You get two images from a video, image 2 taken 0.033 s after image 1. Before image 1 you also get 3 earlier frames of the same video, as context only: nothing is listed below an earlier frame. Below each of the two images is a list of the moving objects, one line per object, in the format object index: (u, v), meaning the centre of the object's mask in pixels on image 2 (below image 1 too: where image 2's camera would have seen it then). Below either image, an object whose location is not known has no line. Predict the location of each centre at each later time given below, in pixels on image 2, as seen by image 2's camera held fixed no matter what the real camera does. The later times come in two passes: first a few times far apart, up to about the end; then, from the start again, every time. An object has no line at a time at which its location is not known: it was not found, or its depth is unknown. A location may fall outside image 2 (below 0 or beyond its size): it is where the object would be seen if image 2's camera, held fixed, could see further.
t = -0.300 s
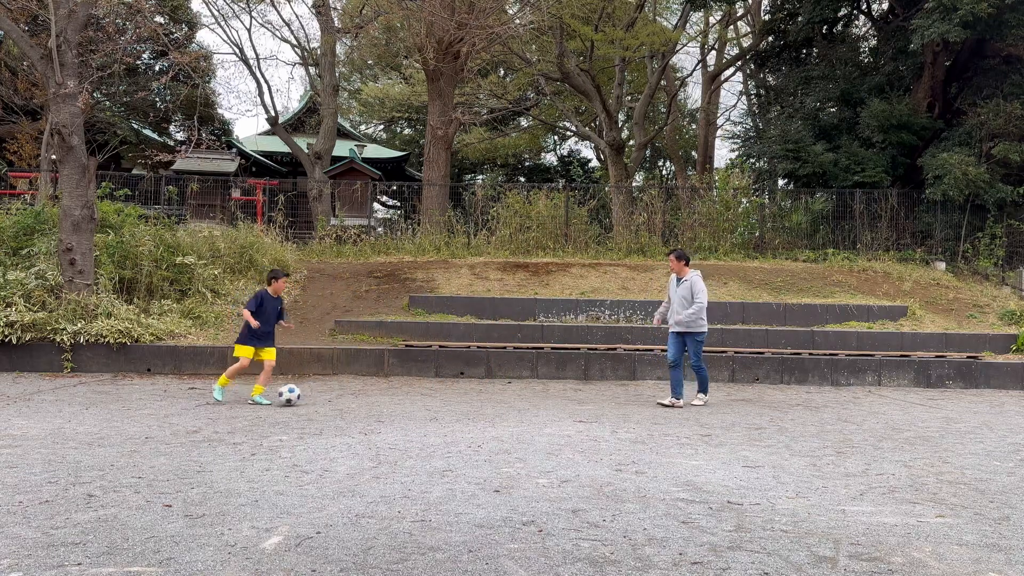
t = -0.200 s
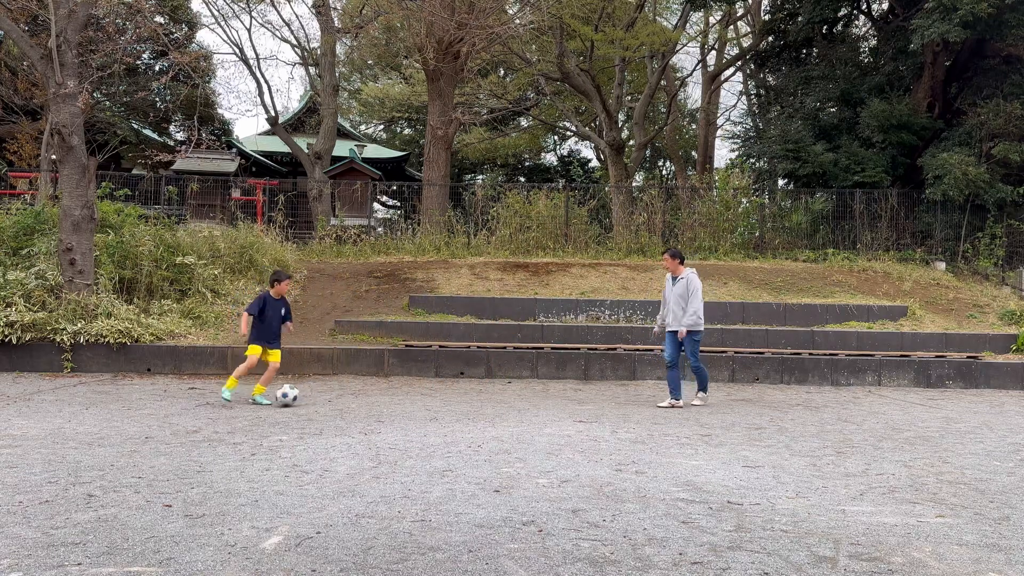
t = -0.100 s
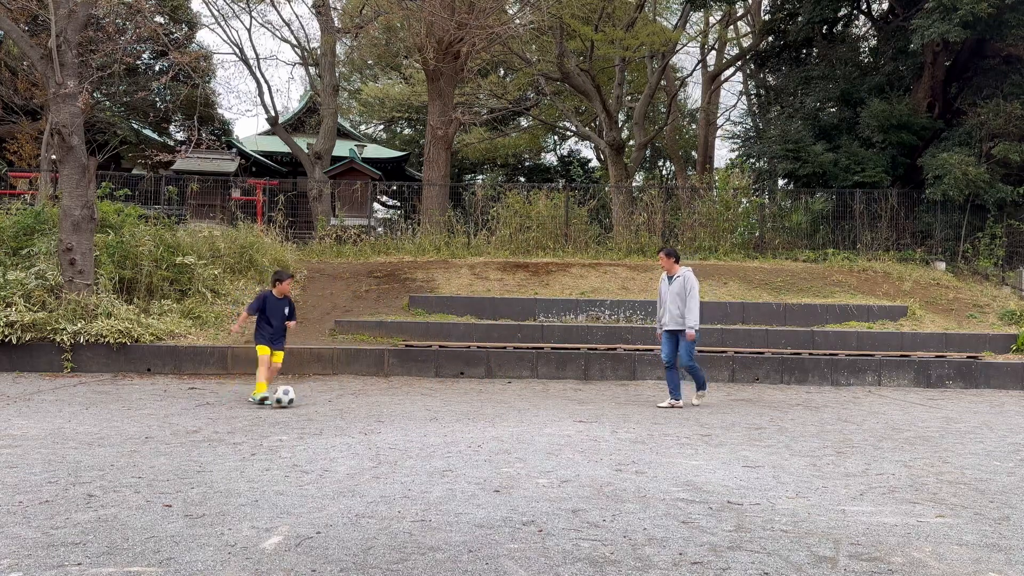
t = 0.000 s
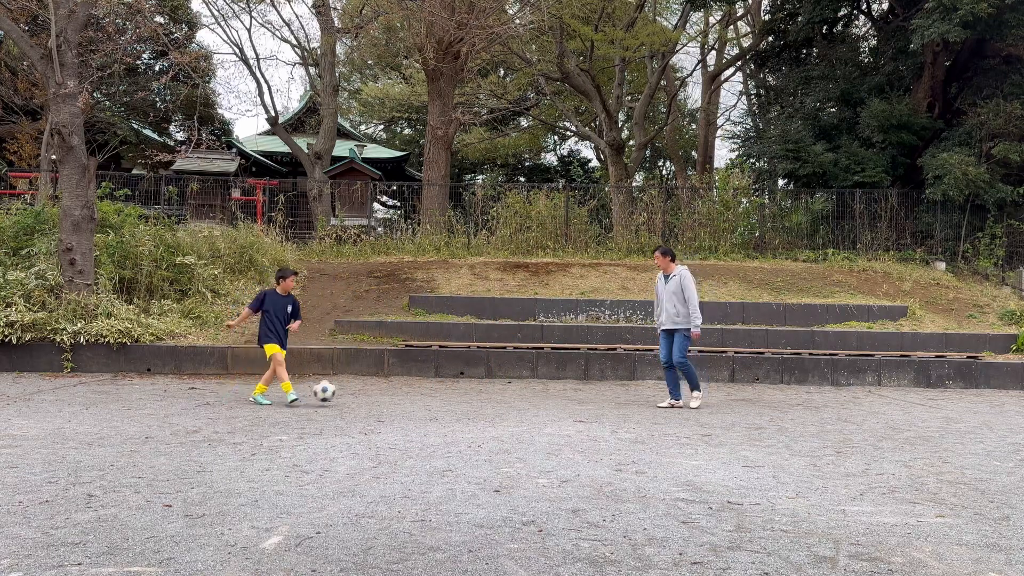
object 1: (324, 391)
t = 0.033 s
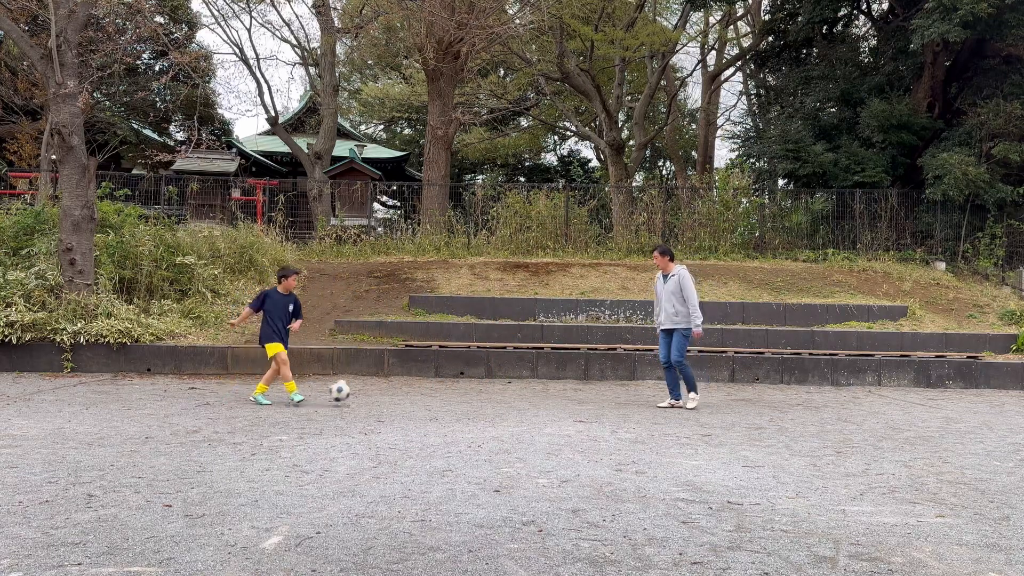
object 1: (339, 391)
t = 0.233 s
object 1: (417, 393)
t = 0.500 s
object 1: (494, 397)
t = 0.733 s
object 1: (556, 397)
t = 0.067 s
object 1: (355, 391)
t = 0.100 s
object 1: (370, 394)
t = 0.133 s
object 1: (384, 395)
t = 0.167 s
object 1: (395, 394)
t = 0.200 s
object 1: (407, 394)
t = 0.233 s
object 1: (417, 393)
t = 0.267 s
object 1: (428, 394)
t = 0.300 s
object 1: (439, 396)
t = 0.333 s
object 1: (448, 394)
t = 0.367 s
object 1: (458, 393)
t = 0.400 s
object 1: (467, 393)
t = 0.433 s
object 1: (476, 394)
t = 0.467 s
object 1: (485, 395)
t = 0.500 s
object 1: (494, 397)
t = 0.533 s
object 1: (503, 395)
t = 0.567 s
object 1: (512, 394)
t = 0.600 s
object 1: (521, 394)
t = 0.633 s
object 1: (529, 396)
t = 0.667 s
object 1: (538, 398)
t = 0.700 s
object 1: (547, 398)
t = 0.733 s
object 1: (556, 397)
